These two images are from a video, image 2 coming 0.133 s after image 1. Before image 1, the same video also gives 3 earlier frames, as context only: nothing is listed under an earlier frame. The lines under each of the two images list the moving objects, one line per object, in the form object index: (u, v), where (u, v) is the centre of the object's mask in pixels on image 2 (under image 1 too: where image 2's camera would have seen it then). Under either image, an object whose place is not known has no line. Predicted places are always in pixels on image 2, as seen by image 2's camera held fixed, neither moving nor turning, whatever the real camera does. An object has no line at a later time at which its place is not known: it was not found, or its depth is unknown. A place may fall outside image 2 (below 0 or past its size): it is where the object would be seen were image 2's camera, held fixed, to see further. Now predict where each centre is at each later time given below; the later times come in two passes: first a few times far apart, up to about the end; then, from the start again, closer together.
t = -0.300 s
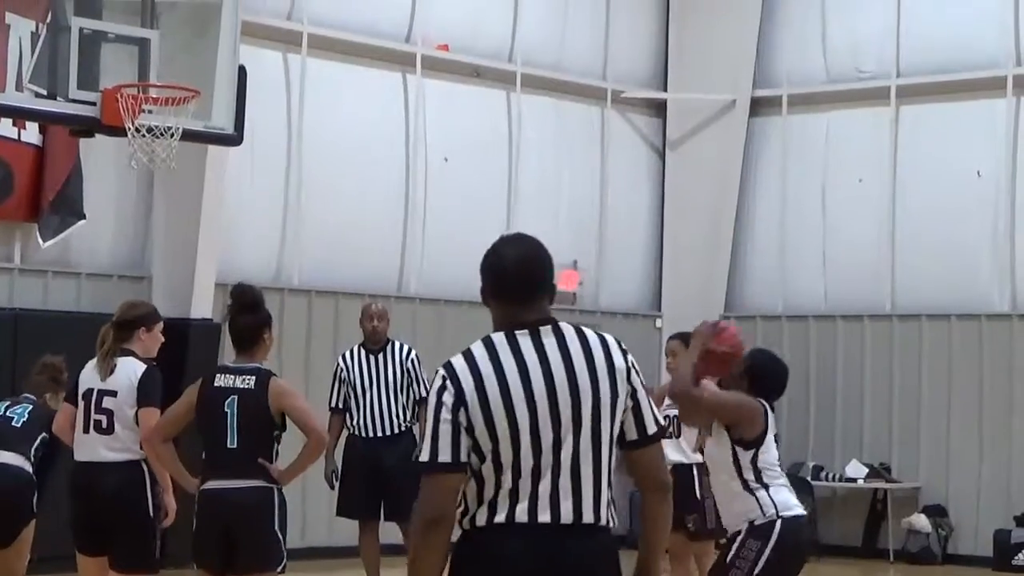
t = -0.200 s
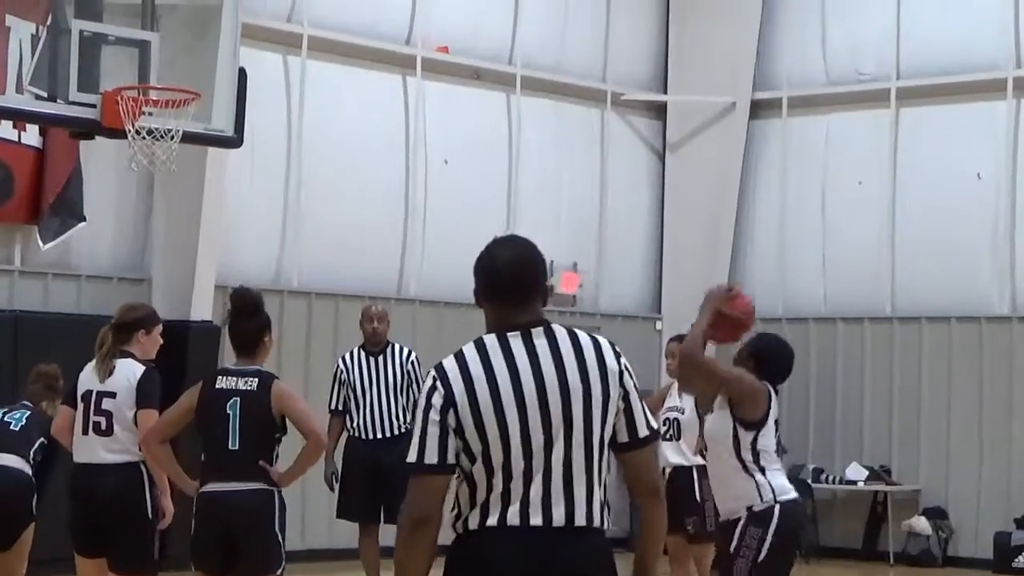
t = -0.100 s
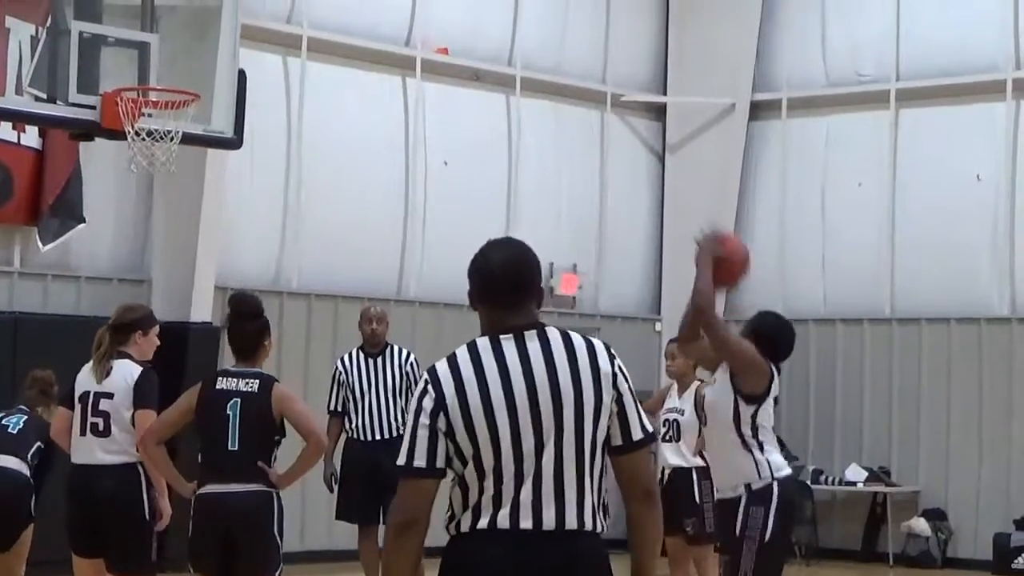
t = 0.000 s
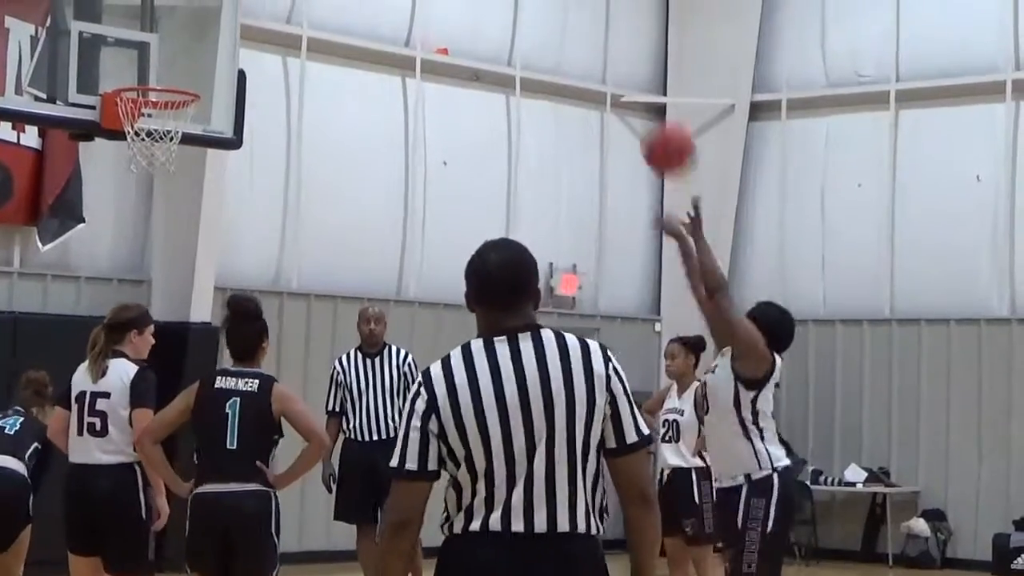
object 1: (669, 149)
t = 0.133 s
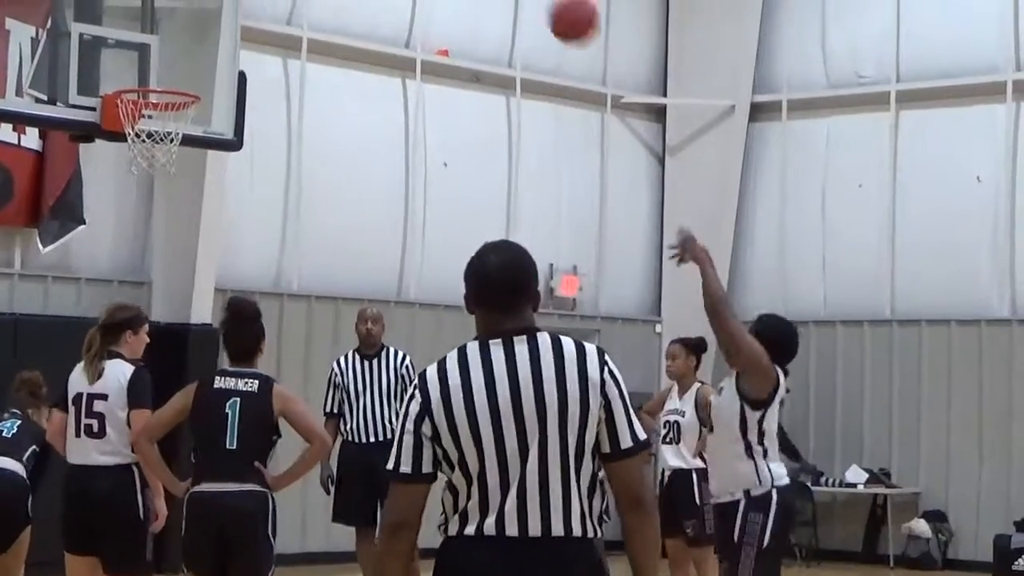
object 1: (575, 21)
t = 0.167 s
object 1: (550, 7)
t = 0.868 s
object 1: (160, 7)
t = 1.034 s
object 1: (155, 87)
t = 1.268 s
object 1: (160, 120)
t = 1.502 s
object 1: (177, 119)
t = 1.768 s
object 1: (153, 167)
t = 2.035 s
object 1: (121, 295)
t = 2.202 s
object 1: (100, 438)
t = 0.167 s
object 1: (550, 7)
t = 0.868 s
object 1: (160, 7)
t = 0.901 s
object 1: (145, 28)
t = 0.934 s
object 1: (132, 51)
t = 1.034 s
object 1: (155, 87)
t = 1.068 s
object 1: (167, 96)
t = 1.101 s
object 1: (165, 97)
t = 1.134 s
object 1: (159, 97)
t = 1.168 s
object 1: (151, 100)
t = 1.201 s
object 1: (156, 108)
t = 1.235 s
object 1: (157, 112)
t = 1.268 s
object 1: (160, 120)
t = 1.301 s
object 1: (167, 123)
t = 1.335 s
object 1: (169, 123)
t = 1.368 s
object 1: (175, 117)
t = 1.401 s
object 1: (174, 118)
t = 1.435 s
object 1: (175, 118)
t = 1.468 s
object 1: (175, 119)
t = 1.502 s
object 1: (177, 119)
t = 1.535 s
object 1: (176, 122)
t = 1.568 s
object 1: (175, 128)
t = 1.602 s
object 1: (173, 134)
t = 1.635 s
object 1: (169, 139)
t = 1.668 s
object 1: (166, 142)
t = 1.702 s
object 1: (165, 151)
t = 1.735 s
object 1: (158, 160)
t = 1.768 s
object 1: (153, 167)
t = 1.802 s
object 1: (150, 182)
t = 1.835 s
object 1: (146, 188)
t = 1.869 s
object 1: (142, 198)
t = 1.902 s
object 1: (138, 215)
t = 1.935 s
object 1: (133, 233)
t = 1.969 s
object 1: (129, 252)
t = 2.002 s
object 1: (125, 273)
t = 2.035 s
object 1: (121, 295)
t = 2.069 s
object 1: (116, 321)
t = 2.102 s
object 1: (114, 348)
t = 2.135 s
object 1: (109, 375)
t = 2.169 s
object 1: (105, 405)
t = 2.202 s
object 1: (100, 438)
